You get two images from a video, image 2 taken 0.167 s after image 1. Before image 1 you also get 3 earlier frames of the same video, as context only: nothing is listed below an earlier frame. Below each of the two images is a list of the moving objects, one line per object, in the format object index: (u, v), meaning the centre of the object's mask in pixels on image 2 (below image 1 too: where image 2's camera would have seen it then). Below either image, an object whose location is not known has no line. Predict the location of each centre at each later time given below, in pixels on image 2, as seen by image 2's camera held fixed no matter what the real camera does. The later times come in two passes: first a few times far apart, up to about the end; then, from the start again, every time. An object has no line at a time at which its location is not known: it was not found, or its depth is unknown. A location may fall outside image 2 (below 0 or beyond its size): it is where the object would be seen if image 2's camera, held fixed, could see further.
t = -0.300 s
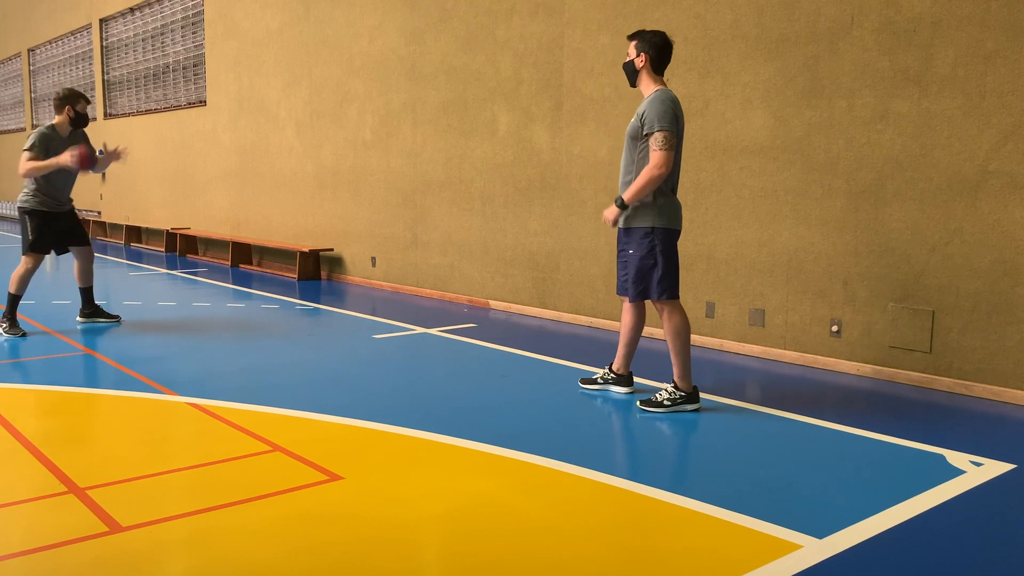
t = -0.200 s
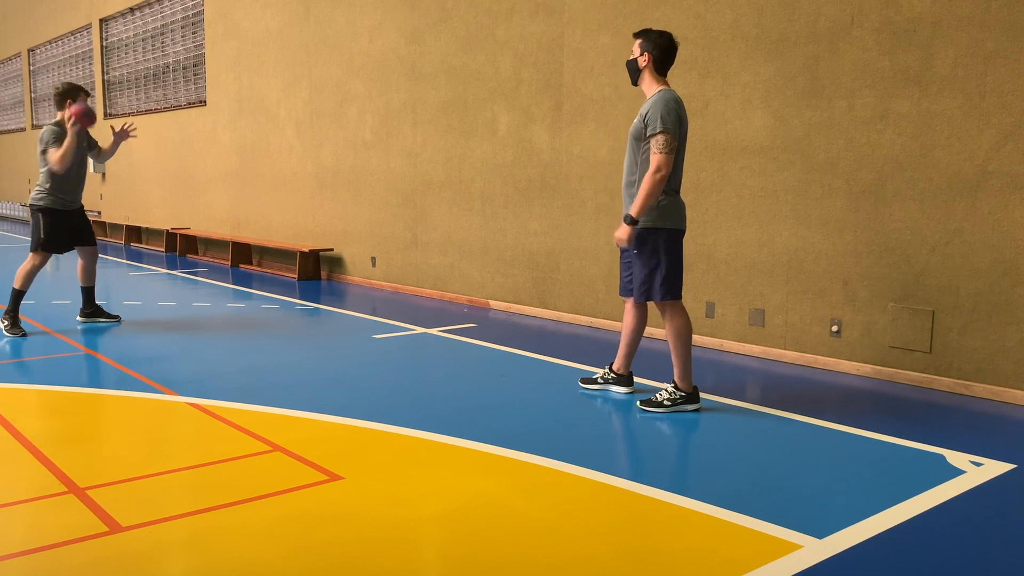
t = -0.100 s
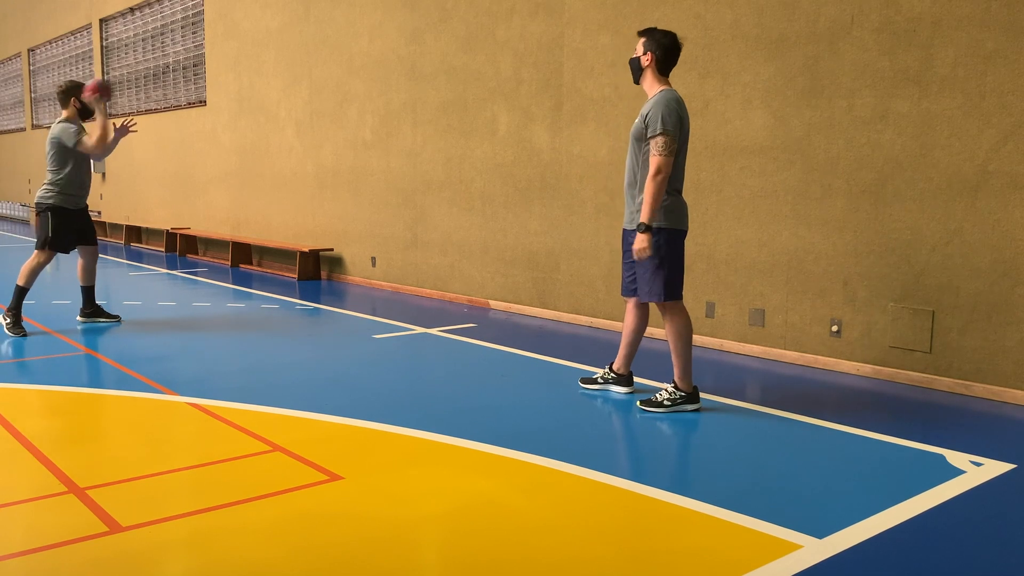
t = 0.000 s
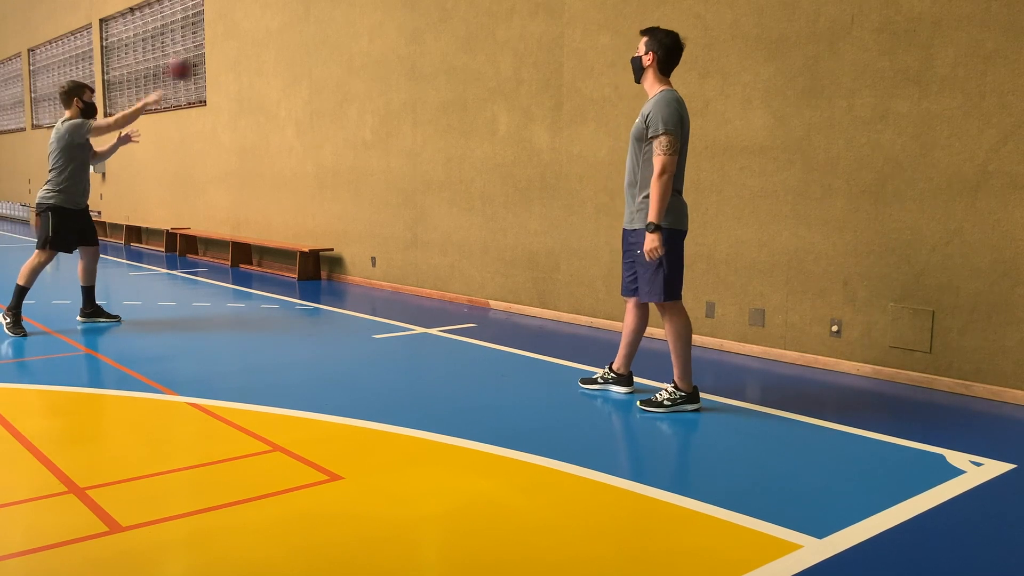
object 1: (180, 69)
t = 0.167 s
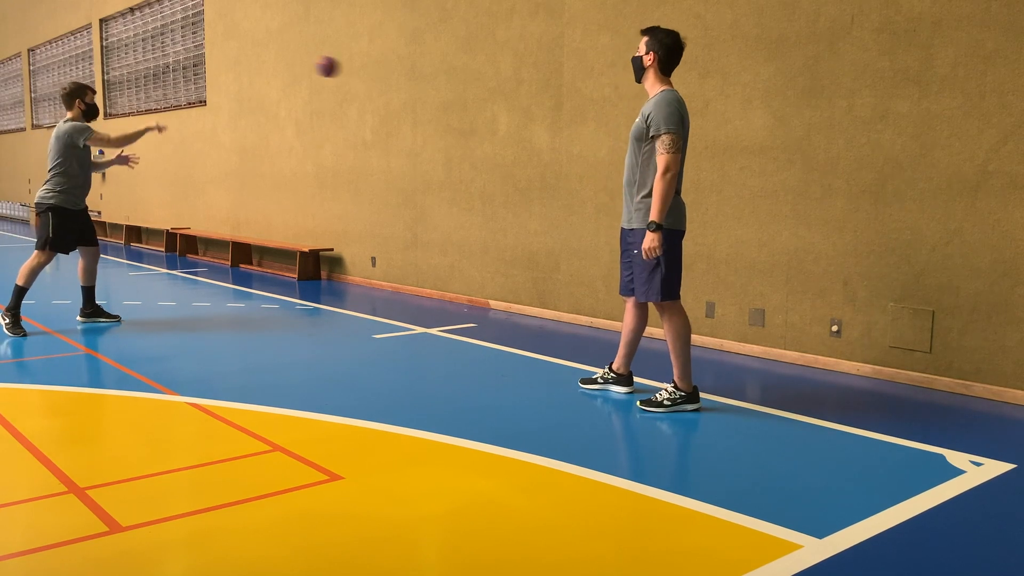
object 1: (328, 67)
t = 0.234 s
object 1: (377, 75)
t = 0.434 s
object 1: (367, 114)
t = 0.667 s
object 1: (230, 215)
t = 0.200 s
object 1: (354, 70)
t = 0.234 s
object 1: (377, 75)
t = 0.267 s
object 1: (400, 81)
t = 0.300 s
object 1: (422, 87)
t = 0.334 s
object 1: (421, 93)
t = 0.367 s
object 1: (404, 99)
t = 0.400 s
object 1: (386, 106)
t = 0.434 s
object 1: (367, 114)
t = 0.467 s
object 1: (349, 124)
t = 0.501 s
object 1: (330, 135)
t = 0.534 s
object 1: (311, 147)
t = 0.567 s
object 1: (291, 162)
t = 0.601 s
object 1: (271, 178)
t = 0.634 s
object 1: (250, 196)
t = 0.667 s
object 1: (230, 215)
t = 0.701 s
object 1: (207, 236)
